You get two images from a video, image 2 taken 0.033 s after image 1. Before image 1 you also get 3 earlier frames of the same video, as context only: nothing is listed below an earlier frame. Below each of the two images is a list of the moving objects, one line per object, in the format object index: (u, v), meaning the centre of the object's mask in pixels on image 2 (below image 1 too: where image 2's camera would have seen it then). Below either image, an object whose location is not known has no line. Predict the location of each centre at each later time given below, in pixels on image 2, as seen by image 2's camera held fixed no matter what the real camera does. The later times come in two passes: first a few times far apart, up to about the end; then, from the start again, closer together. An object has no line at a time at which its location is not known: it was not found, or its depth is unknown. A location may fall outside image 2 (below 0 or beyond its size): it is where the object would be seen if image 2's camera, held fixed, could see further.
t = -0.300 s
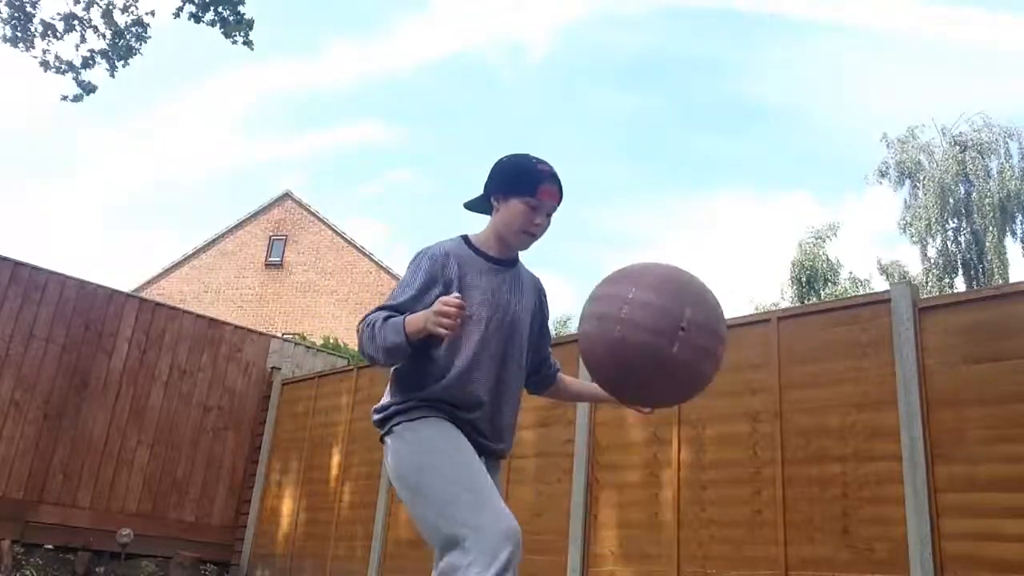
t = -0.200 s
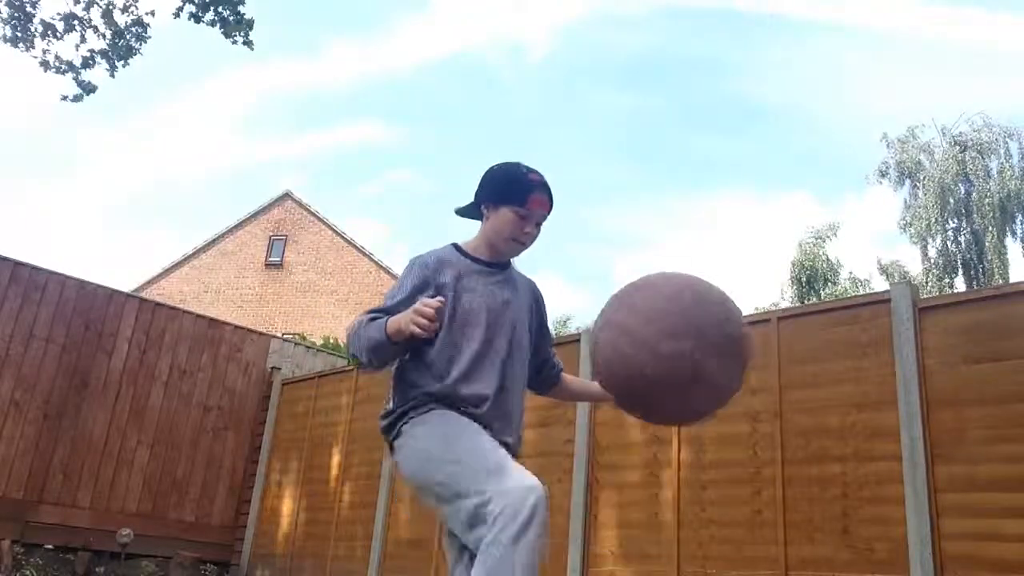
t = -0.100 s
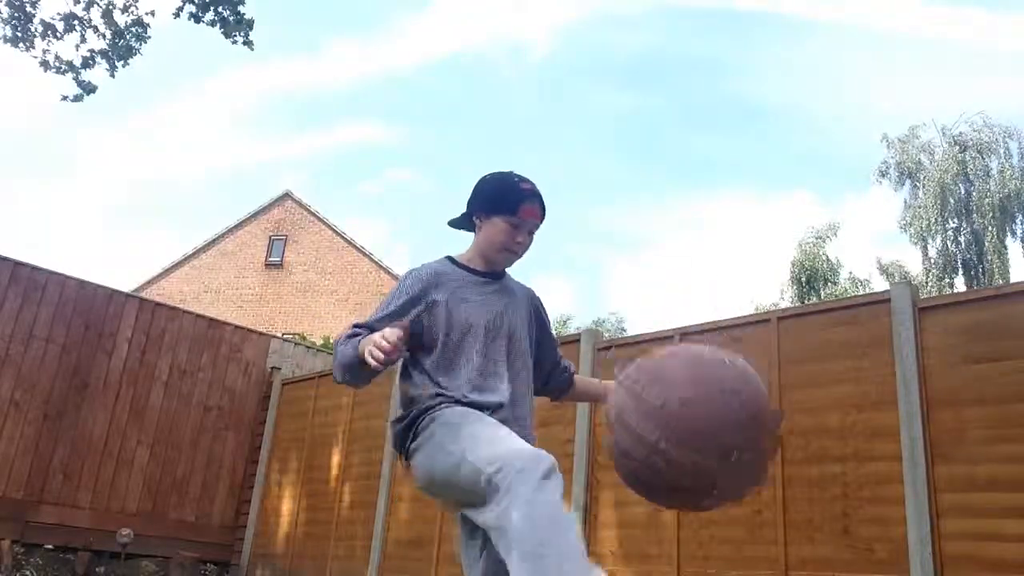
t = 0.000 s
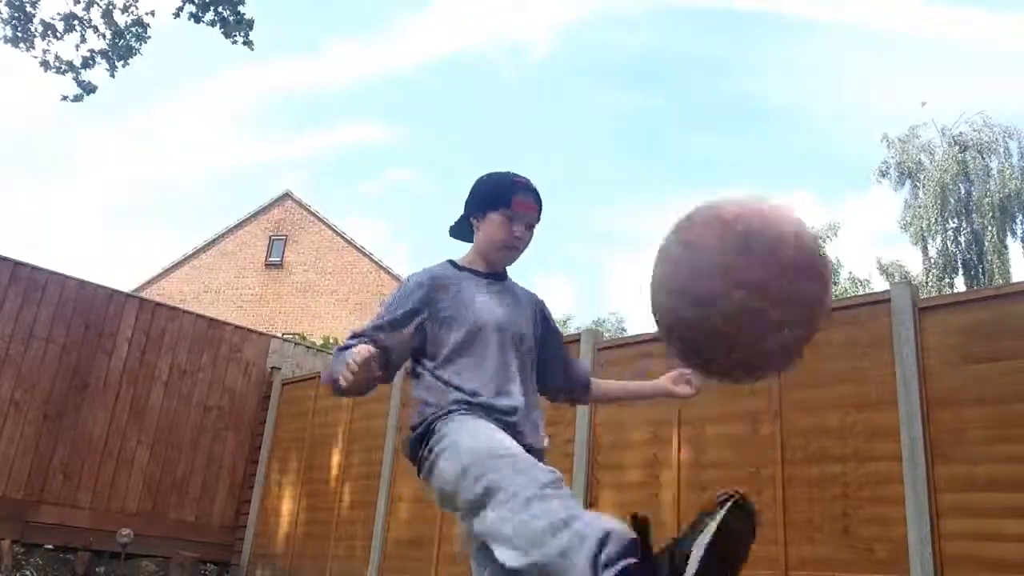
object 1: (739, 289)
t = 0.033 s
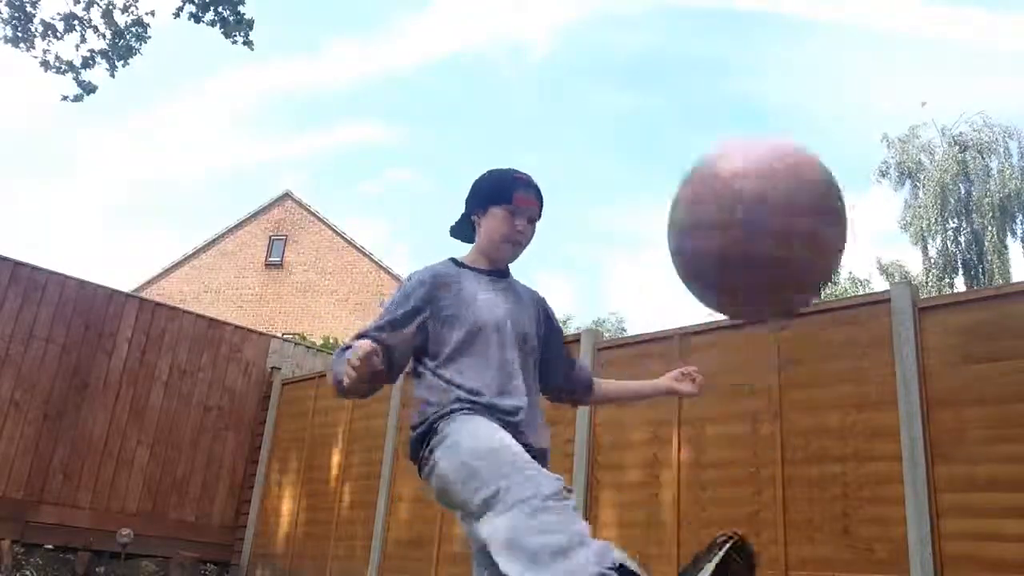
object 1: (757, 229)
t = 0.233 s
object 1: (861, 60)
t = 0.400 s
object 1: (950, 84)
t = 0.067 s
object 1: (775, 179)
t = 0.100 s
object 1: (792, 137)
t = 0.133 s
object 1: (809, 102)
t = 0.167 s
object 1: (826, 79)
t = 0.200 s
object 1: (843, 67)
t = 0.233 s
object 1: (861, 60)
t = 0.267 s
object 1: (880, 56)
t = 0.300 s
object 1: (901, 56)
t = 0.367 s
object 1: (937, 70)
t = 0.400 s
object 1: (950, 84)
